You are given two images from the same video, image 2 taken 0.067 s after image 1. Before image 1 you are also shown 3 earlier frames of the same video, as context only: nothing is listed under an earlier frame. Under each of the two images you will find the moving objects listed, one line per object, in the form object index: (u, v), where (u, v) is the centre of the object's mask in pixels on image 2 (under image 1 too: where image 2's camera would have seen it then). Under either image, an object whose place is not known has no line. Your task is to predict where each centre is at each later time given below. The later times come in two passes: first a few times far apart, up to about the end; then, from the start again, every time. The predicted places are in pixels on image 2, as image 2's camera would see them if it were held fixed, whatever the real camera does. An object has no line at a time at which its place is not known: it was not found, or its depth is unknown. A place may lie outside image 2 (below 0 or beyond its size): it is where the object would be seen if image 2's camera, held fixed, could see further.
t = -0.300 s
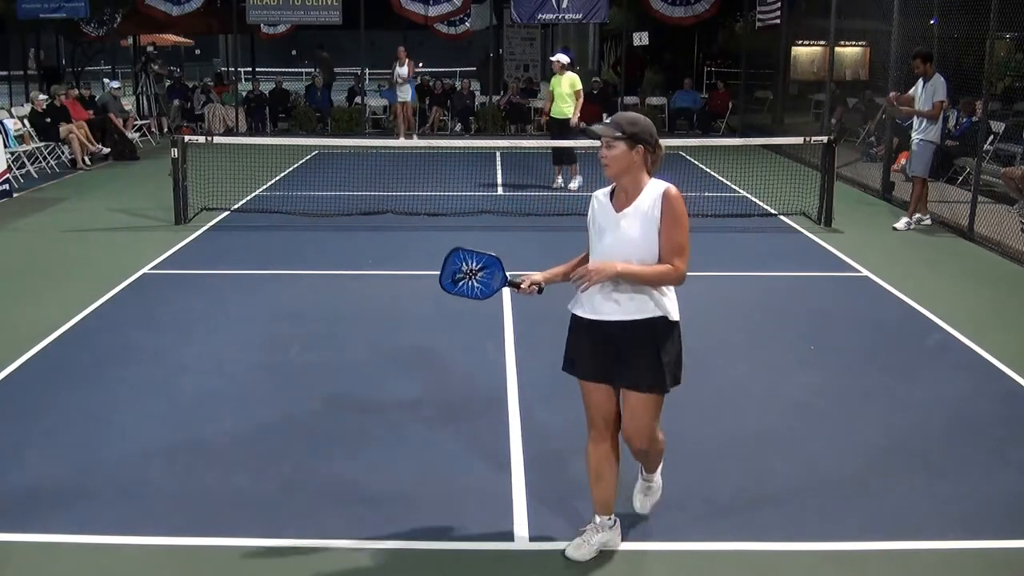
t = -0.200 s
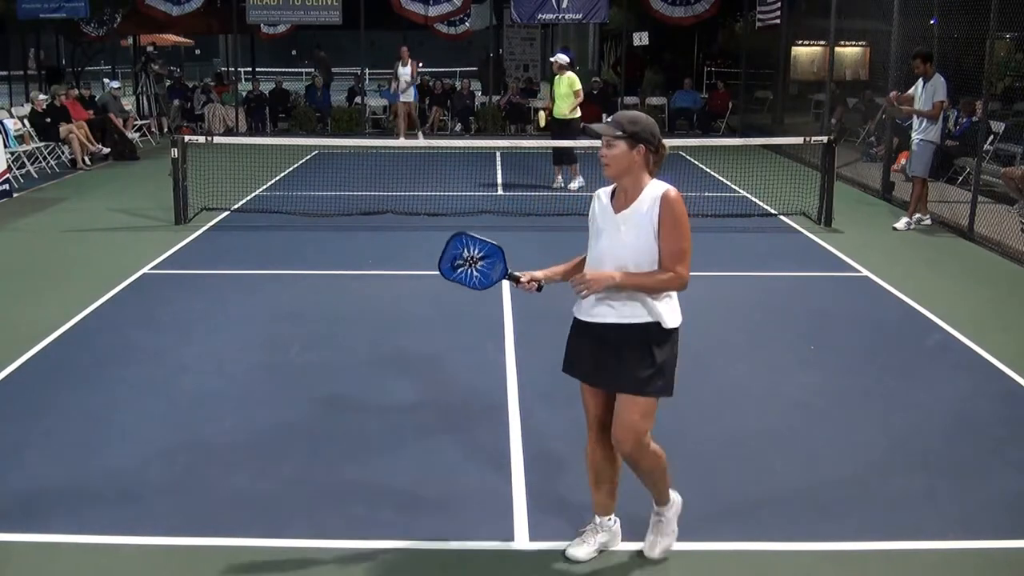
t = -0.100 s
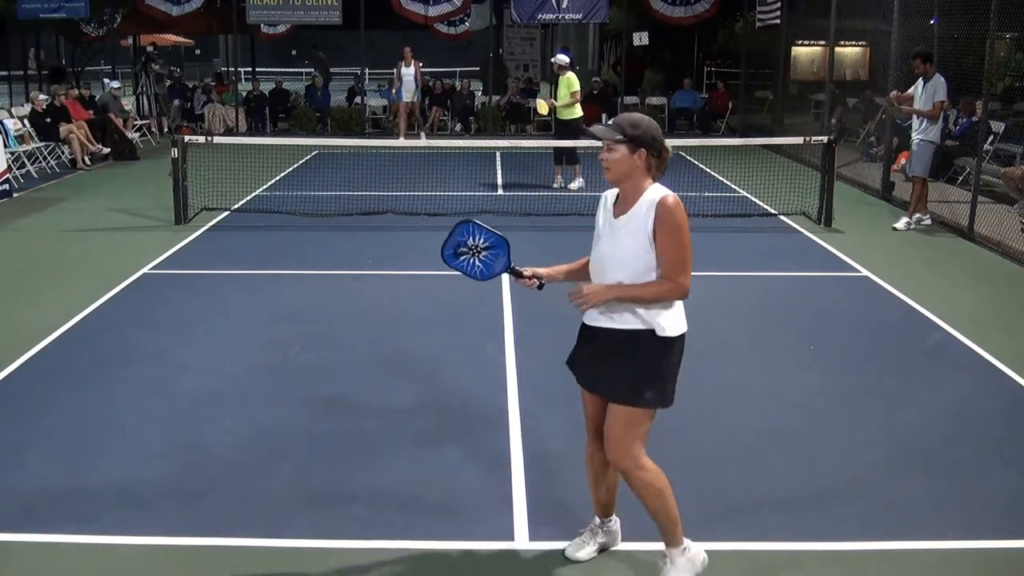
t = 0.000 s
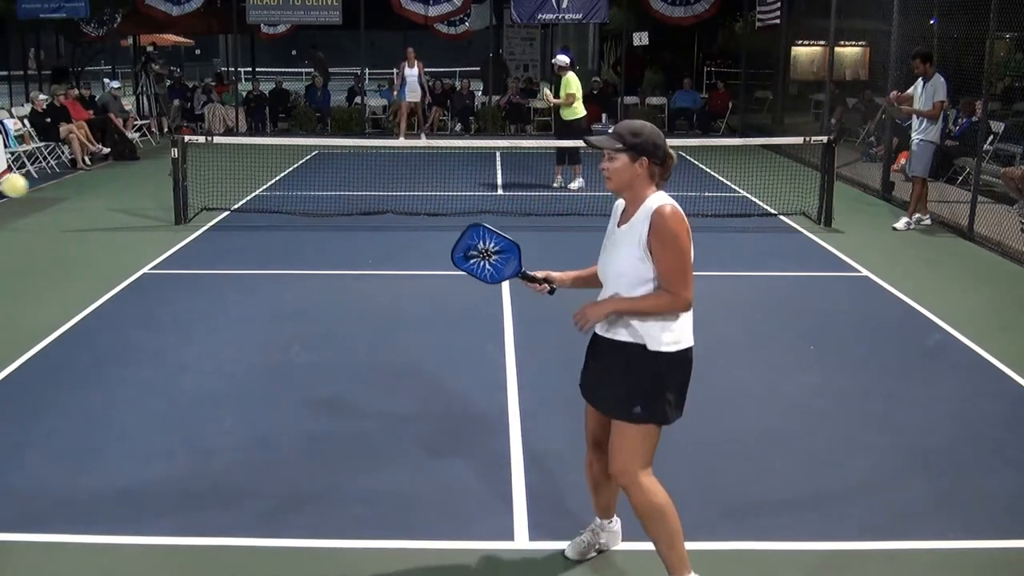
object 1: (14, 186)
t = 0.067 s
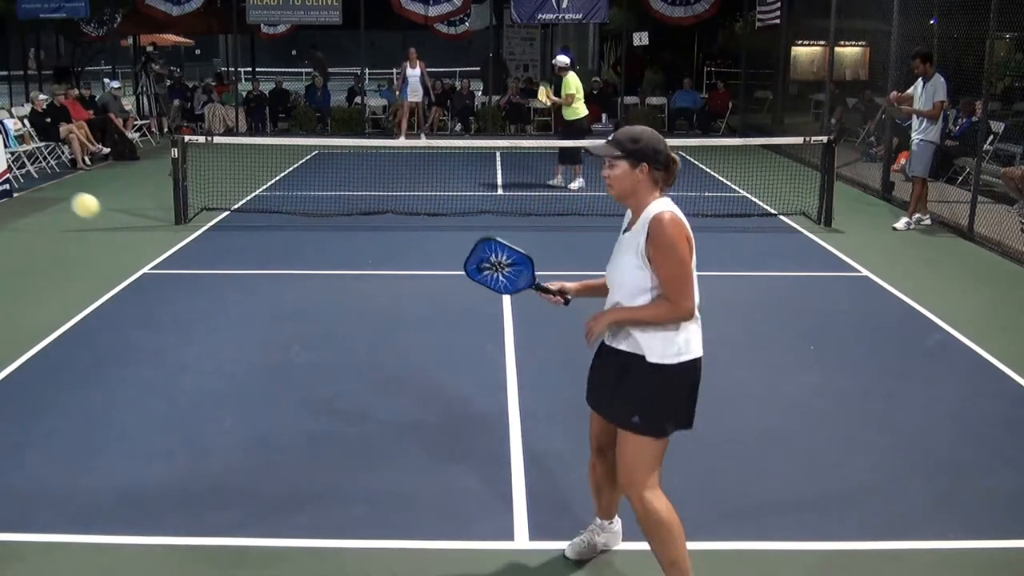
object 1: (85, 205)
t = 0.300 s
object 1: (333, 375)
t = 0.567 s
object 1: (544, 509)
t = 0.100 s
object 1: (122, 220)
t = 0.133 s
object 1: (158, 239)
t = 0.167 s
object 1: (193, 260)
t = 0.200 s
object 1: (230, 286)
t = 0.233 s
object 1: (265, 313)
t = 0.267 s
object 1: (299, 342)
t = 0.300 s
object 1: (333, 375)
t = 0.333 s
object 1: (368, 409)
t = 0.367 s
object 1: (400, 446)
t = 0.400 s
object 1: (431, 484)
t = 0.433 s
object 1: (460, 523)
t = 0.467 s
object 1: (486, 564)
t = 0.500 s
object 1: (507, 561)
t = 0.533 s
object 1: (528, 532)
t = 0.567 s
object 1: (544, 509)
